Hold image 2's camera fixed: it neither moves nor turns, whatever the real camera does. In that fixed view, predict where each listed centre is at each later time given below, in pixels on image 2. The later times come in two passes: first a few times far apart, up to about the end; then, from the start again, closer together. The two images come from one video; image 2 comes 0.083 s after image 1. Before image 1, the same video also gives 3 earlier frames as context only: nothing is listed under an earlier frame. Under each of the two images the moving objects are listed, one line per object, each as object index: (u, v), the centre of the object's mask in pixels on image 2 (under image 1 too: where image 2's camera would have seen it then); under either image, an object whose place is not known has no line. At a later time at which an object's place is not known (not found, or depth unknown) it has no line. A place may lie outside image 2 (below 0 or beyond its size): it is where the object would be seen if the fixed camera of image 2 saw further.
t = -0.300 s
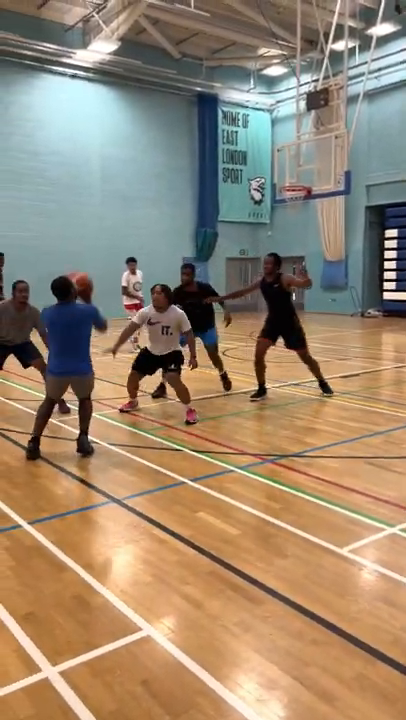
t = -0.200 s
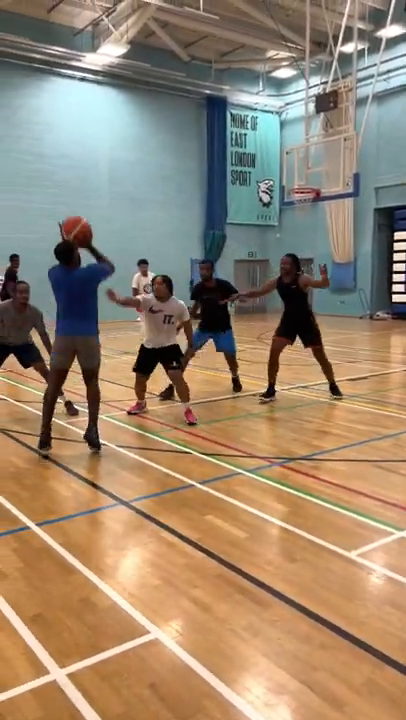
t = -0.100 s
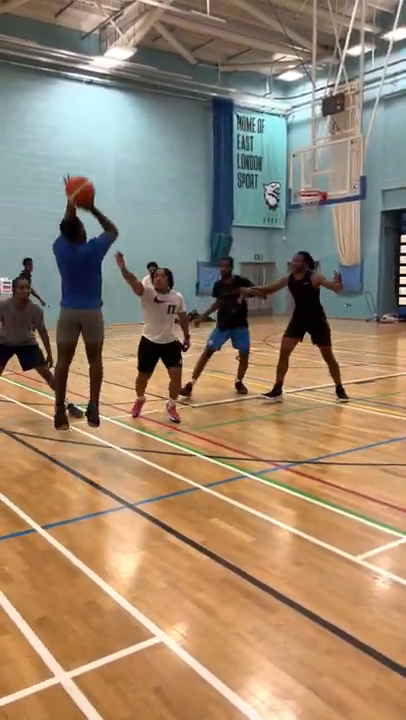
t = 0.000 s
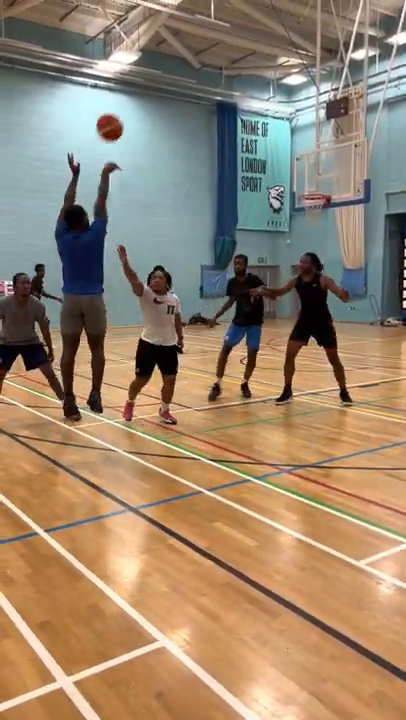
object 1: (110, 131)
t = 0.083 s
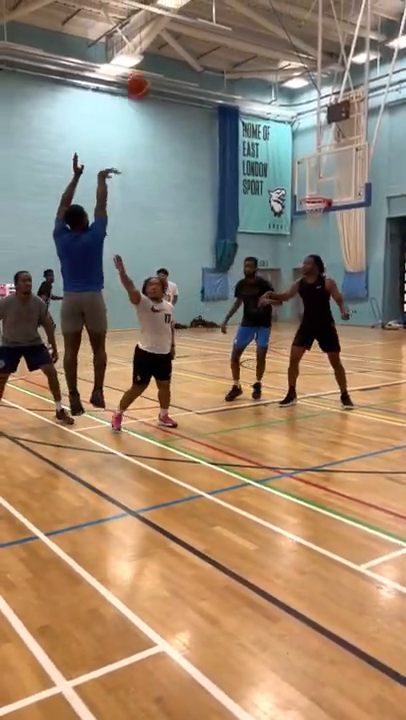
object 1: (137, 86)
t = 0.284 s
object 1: (188, 28)
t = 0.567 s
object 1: (239, 22)
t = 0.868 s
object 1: (277, 74)
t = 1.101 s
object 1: (299, 140)
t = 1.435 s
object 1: (317, 223)
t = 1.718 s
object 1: (322, 270)
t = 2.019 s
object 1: (328, 351)
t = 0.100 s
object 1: (142, 79)
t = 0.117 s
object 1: (147, 73)
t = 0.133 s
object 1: (152, 66)
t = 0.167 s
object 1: (160, 54)
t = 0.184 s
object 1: (164, 50)
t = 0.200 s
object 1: (169, 46)
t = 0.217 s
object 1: (172, 41)
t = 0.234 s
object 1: (176, 38)
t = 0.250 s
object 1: (180, 35)
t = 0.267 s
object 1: (184, 31)
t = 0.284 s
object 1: (188, 28)
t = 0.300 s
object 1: (191, 25)
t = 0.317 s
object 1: (195, 23)
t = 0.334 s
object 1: (199, 21)
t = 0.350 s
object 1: (202, 20)
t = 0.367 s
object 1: (206, 17)
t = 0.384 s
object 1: (209, 16)
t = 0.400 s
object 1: (211, 16)
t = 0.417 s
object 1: (214, 15)
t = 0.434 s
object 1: (217, 14)
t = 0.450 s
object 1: (220, 15)
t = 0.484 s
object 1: (227, 15)
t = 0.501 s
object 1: (229, 16)
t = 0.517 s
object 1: (232, 17)
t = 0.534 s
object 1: (234, 19)
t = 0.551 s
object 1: (236, 20)
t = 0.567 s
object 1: (239, 22)
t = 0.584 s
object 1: (242, 23)
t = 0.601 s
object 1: (244, 24)
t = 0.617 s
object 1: (247, 26)
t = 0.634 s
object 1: (250, 28)
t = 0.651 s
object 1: (252, 30)
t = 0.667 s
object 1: (254, 33)
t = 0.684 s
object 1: (256, 36)
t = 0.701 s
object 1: (258, 38)
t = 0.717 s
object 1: (261, 41)
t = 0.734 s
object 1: (264, 45)
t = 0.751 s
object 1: (265, 47)
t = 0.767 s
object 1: (267, 52)
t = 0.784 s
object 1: (269, 55)
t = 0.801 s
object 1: (271, 58)
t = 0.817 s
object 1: (273, 62)
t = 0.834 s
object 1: (275, 66)
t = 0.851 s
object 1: (276, 70)
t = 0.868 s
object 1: (277, 74)
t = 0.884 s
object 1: (279, 79)
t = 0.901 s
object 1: (280, 82)
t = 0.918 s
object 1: (282, 87)
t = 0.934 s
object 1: (285, 93)
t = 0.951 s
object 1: (286, 96)
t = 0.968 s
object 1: (288, 100)
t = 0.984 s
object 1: (290, 106)
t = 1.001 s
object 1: (291, 110)
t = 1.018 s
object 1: (292, 116)
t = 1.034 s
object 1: (294, 121)
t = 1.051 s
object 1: (295, 125)
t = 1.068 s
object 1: (297, 131)
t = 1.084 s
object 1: (298, 135)
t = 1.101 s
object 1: (299, 140)
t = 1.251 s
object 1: (310, 192)
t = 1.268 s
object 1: (310, 197)
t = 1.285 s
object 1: (311, 205)
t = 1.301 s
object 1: (312, 206)
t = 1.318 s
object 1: (314, 211)
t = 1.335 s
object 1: (315, 214)
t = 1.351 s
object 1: (315, 215)
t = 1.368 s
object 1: (316, 216)
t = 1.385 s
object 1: (315, 219)
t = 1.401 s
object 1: (316, 220)
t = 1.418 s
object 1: (317, 221)
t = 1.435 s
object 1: (317, 223)
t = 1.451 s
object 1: (318, 225)
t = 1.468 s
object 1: (318, 226)
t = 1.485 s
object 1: (318, 229)
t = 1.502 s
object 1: (318, 230)
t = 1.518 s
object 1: (319, 233)
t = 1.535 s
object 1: (319, 235)
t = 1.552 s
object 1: (320, 238)
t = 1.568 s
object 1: (319, 240)
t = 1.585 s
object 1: (320, 244)
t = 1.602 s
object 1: (320, 246)
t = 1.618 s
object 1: (321, 249)
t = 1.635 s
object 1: (321, 252)
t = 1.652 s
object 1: (322, 255)
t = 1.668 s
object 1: (322, 258)
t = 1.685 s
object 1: (322, 263)
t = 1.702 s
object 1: (322, 266)
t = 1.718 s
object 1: (322, 270)
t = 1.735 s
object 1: (323, 273)
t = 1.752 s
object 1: (324, 276)
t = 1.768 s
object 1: (324, 280)
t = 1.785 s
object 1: (325, 284)
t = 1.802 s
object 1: (325, 289)
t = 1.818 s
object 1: (325, 293)
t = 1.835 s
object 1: (325, 297)
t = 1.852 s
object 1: (325, 301)
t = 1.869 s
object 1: (325, 307)
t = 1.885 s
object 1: (326, 312)
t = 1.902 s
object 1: (326, 316)
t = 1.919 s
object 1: (325, 319)
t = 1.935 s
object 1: (326, 326)
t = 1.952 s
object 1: (326, 331)
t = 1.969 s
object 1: (327, 336)
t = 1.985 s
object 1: (327, 341)
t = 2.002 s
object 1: (328, 347)
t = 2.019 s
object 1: (328, 351)
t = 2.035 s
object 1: (329, 348)
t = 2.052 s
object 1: (329, 345)
